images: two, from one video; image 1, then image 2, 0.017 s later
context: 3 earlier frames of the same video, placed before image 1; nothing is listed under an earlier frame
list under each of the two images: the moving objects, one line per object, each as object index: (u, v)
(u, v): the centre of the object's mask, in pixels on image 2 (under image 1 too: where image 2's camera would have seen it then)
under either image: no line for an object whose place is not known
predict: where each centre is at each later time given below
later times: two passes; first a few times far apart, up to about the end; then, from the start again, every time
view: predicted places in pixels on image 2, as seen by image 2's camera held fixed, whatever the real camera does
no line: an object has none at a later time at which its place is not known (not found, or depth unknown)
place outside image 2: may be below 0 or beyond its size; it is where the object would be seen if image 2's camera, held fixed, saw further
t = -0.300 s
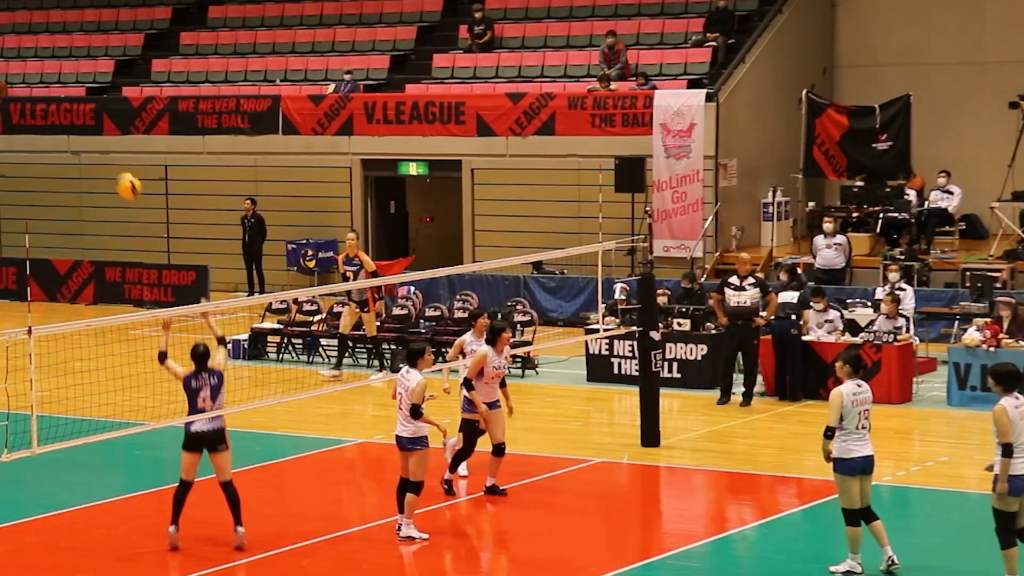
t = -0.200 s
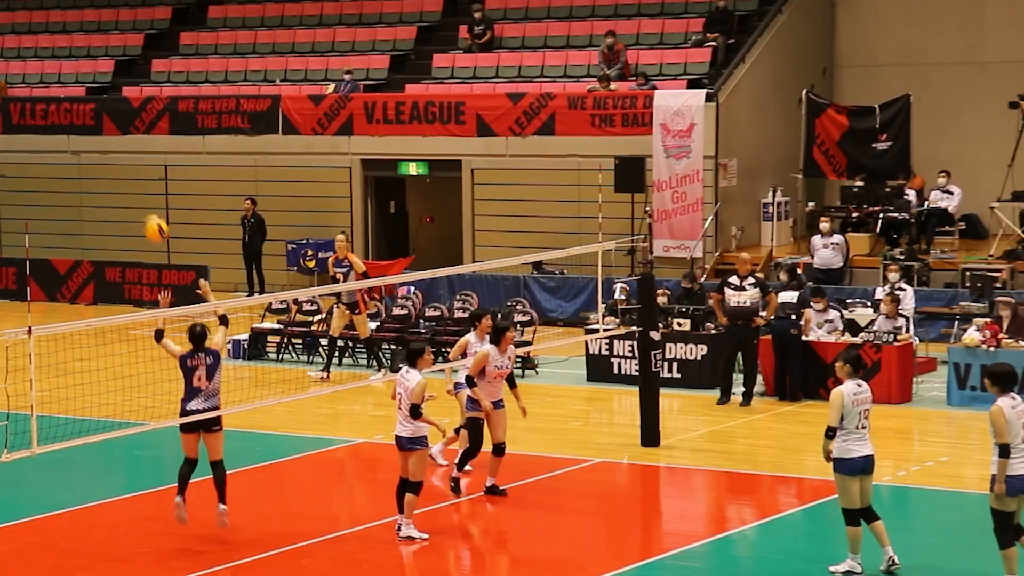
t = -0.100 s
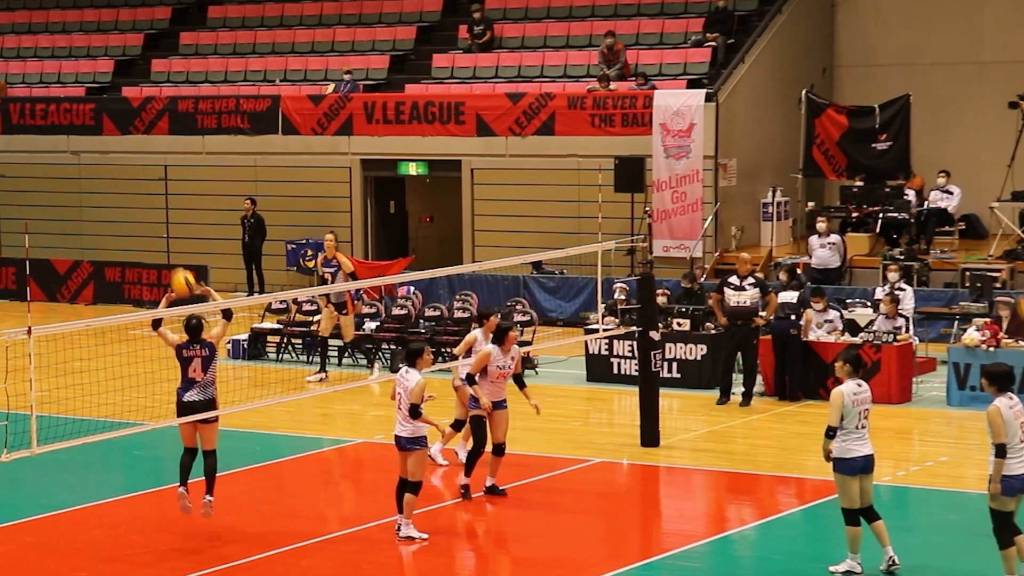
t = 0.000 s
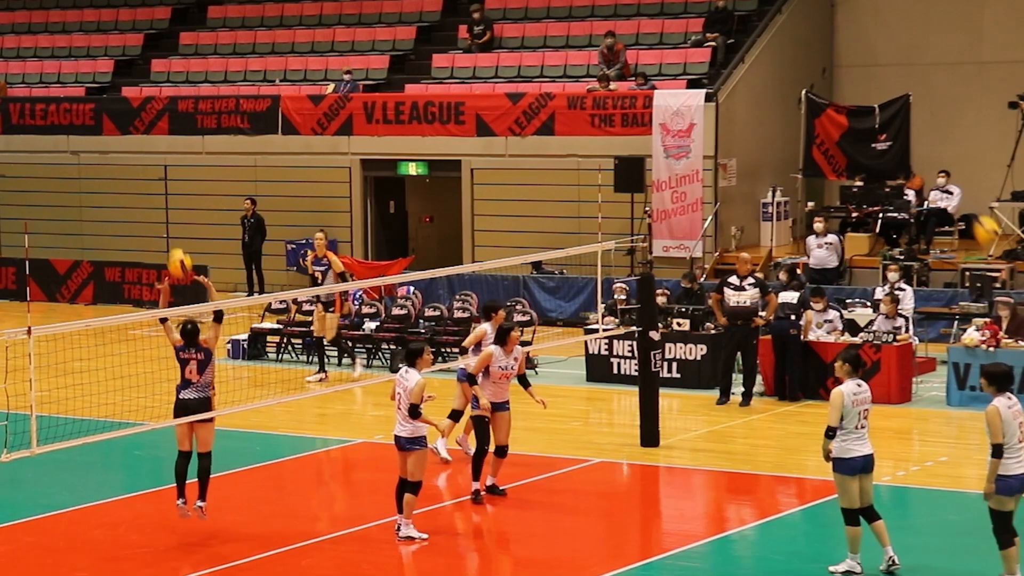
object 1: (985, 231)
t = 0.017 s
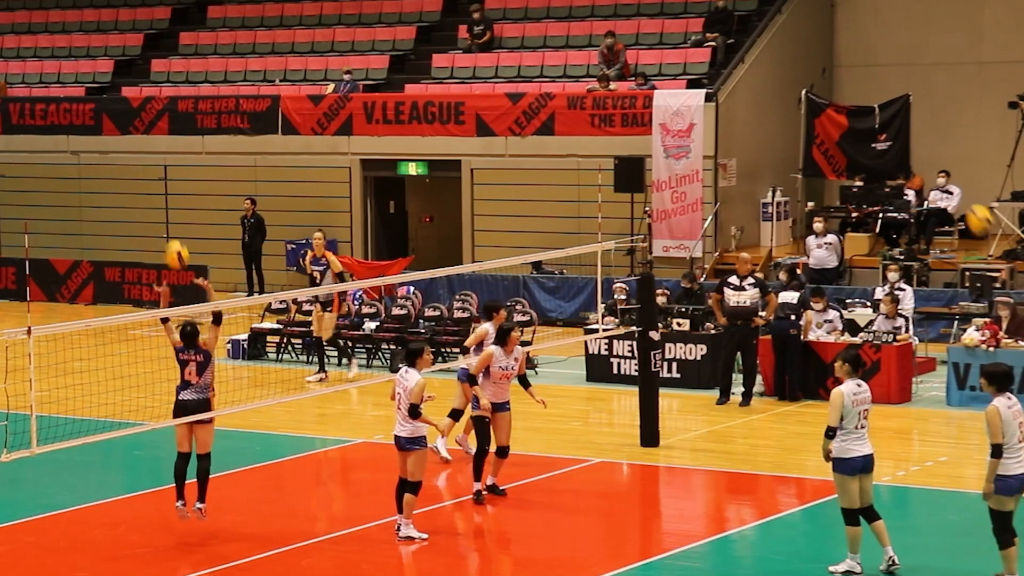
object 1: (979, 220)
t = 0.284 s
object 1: (870, 80)
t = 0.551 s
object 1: (771, 27)
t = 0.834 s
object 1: (672, 56)
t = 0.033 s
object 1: (972, 209)
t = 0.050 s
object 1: (965, 196)
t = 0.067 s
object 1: (958, 185)
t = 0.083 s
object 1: (950, 175)
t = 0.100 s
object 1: (943, 166)
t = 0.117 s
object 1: (936, 156)
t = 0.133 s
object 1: (930, 148)
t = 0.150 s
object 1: (923, 139)
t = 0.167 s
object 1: (915, 130)
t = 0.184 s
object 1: (909, 122)
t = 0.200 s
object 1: (902, 114)
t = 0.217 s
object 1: (896, 107)
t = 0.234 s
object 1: (890, 100)
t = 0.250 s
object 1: (883, 93)
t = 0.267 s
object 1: (876, 87)
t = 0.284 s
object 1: (870, 80)
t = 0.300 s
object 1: (864, 75)
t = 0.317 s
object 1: (857, 69)
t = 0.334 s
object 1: (851, 64)
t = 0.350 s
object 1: (845, 59)
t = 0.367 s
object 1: (838, 55)
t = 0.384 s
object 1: (832, 51)
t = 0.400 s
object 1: (825, 47)
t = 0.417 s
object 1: (819, 44)
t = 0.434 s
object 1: (813, 40)
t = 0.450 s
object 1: (807, 38)
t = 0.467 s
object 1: (801, 35)
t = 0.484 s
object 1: (795, 33)
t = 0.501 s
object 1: (789, 31)
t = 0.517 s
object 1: (783, 29)
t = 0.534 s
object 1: (777, 28)
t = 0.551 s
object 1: (771, 27)
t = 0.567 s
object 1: (765, 26)
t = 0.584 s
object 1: (758, 26)
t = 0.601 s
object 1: (752, 26)
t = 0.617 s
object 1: (747, 26)
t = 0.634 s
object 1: (741, 26)
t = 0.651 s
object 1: (735, 27)
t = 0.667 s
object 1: (729, 29)
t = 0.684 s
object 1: (723, 30)
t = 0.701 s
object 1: (718, 31)
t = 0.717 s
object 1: (712, 34)
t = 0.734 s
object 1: (706, 36)
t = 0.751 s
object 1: (700, 38)
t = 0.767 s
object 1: (695, 41)
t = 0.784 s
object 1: (689, 43)
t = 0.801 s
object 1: (684, 47)
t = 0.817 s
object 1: (678, 51)
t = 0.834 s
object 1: (672, 56)
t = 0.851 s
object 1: (667, 60)
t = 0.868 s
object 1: (661, 65)
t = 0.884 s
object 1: (655, 70)
